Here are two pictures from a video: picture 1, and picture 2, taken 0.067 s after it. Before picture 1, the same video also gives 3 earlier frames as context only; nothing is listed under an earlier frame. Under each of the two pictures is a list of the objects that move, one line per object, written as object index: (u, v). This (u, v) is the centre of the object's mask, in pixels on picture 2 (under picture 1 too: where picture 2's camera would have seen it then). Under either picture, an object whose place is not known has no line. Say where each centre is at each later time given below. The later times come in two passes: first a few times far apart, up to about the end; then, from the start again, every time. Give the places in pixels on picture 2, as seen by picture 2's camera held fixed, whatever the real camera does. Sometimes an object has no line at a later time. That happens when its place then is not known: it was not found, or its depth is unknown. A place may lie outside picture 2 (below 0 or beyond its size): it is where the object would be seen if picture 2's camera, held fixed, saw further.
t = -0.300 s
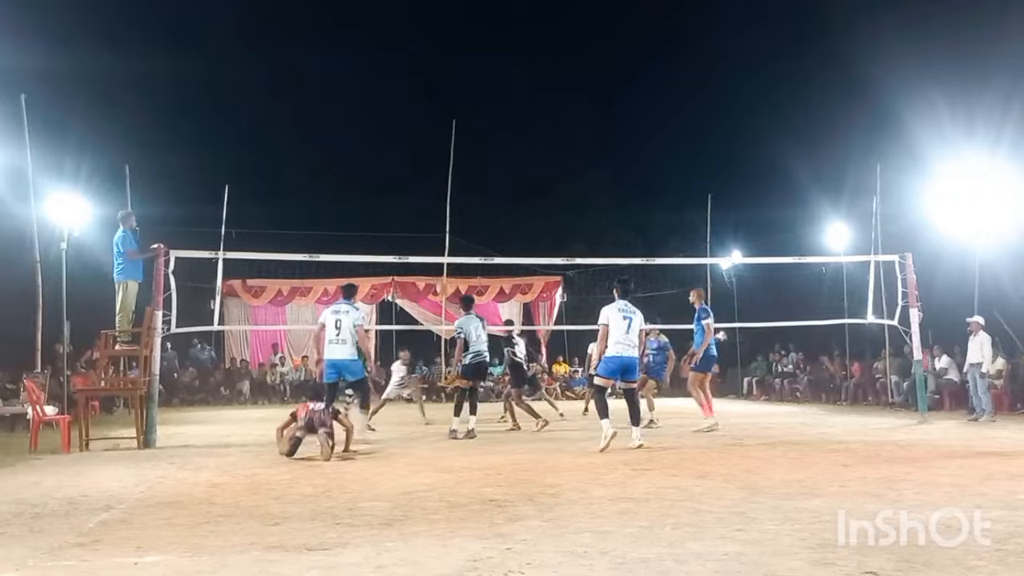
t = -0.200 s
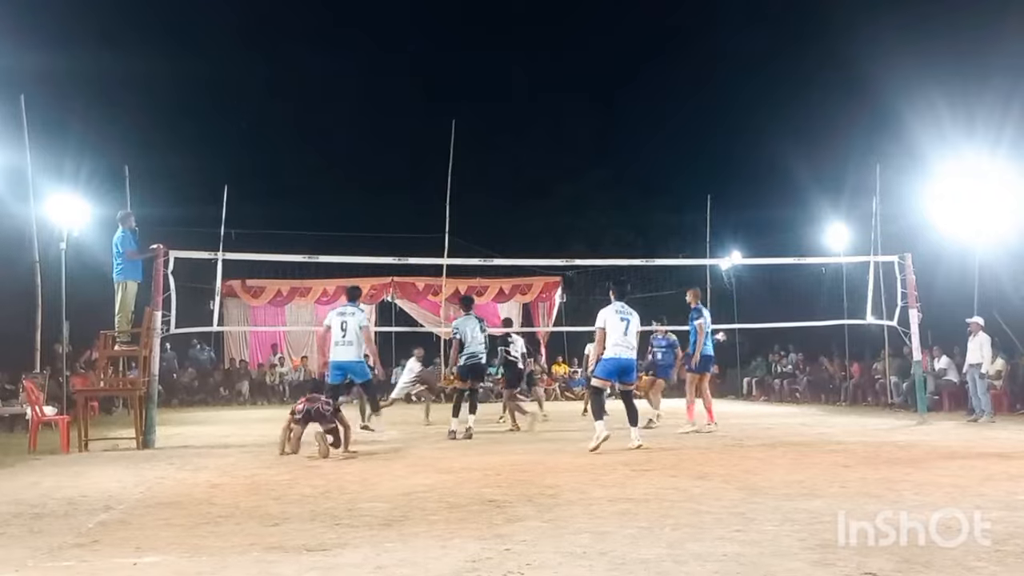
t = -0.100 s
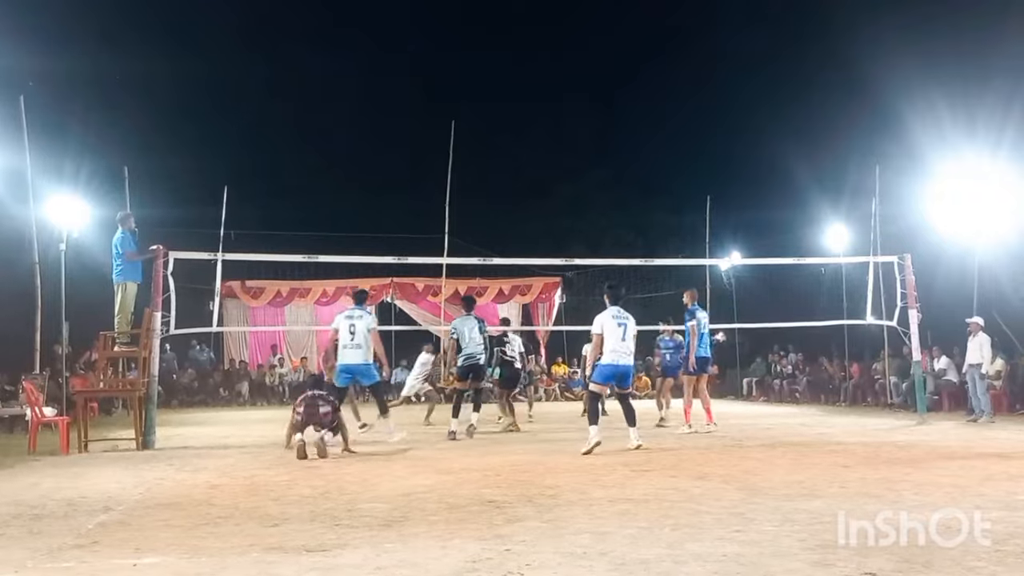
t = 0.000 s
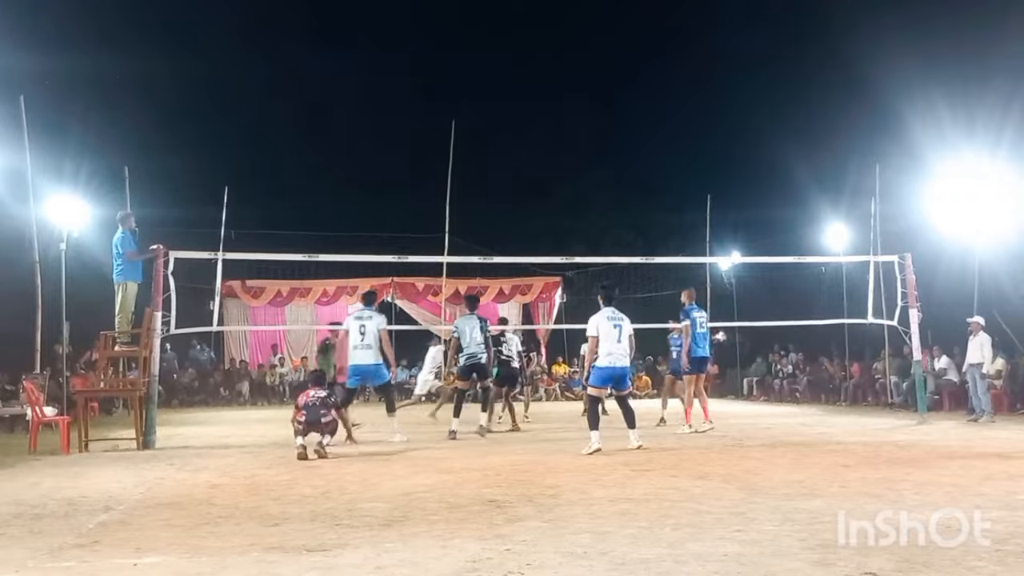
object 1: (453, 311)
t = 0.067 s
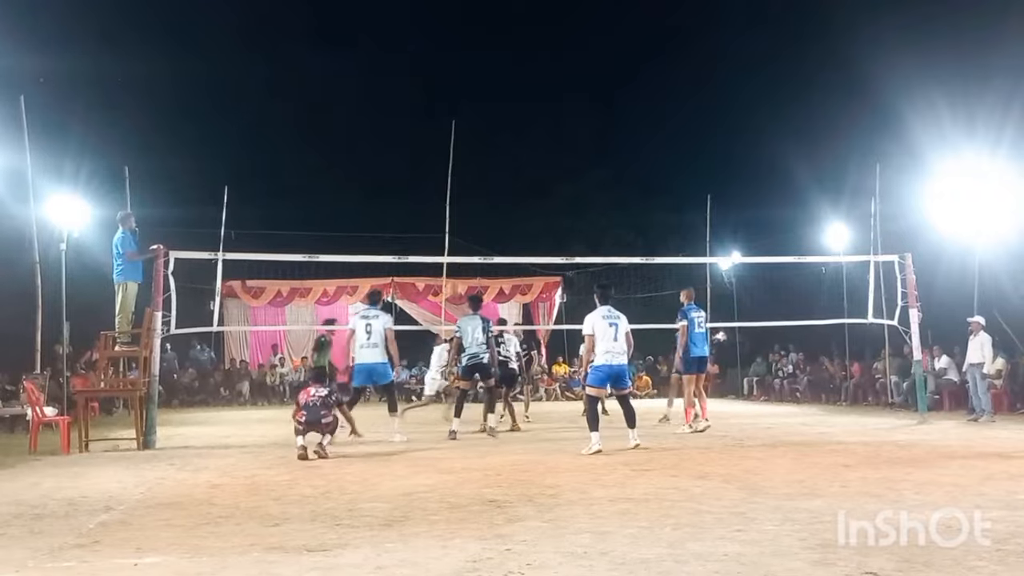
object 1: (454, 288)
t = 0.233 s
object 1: (456, 238)
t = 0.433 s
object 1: (459, 198)
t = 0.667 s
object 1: (463, 181)
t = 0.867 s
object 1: (467, 193)
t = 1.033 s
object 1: (470, 224)
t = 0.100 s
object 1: (454, 276)
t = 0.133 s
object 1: (455, 269)
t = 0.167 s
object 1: (455, 252)
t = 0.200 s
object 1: (456, 247)
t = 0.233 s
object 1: (456, 238)
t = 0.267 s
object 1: (457, 230)
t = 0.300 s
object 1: (457, 222)
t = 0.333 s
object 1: (458, 215)
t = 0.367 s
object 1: (458, 209)
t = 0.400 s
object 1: (459, 203)
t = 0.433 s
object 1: (459, 198)
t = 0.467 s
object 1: (460, 193)
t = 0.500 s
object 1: (460, 190)
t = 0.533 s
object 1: (461, 187)
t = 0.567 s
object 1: (461, 185)
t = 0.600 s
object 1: (462, 183)
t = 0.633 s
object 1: (463, 182)
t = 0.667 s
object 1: (463, 181)
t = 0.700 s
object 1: (464, 181)
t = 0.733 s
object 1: (464, 182)
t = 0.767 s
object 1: (465, 184)
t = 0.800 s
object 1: (465, 186)
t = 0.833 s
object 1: (466, 189)
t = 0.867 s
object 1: (467, 193)
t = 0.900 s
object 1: (467, 198)
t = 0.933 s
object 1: (468, 203)
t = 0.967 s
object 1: (468, 209)
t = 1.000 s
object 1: (469, 217)
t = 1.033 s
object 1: (470, 224)
